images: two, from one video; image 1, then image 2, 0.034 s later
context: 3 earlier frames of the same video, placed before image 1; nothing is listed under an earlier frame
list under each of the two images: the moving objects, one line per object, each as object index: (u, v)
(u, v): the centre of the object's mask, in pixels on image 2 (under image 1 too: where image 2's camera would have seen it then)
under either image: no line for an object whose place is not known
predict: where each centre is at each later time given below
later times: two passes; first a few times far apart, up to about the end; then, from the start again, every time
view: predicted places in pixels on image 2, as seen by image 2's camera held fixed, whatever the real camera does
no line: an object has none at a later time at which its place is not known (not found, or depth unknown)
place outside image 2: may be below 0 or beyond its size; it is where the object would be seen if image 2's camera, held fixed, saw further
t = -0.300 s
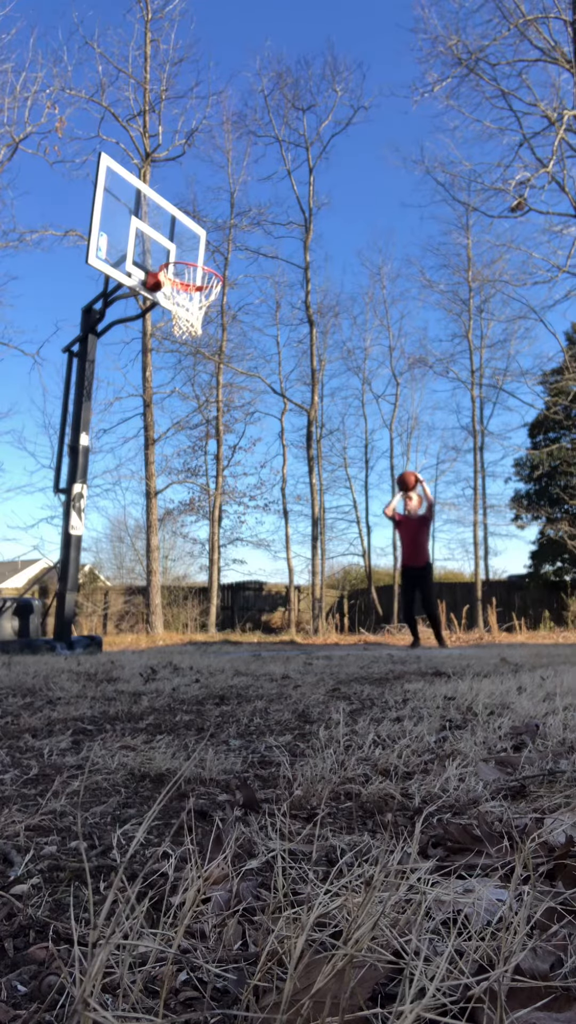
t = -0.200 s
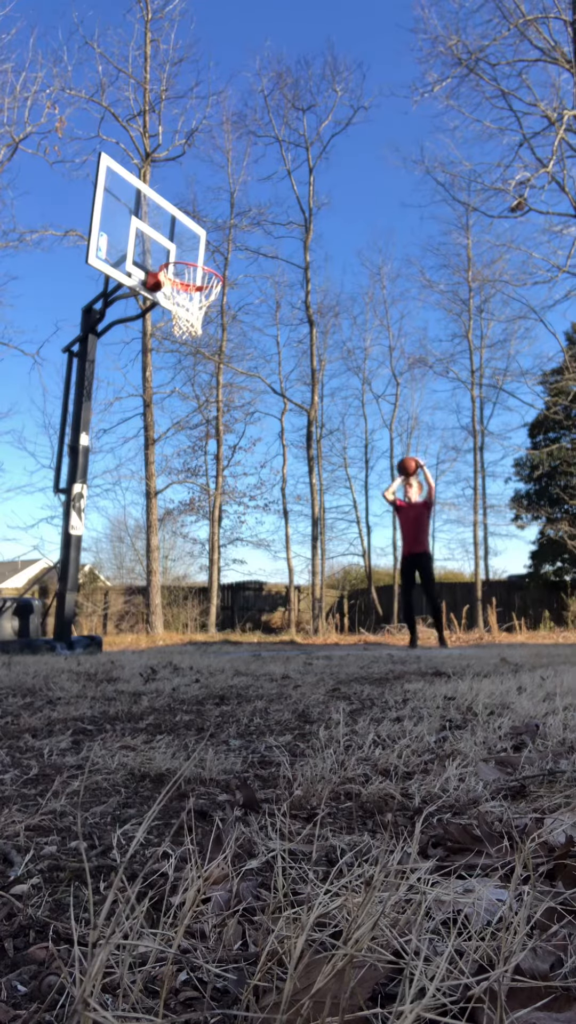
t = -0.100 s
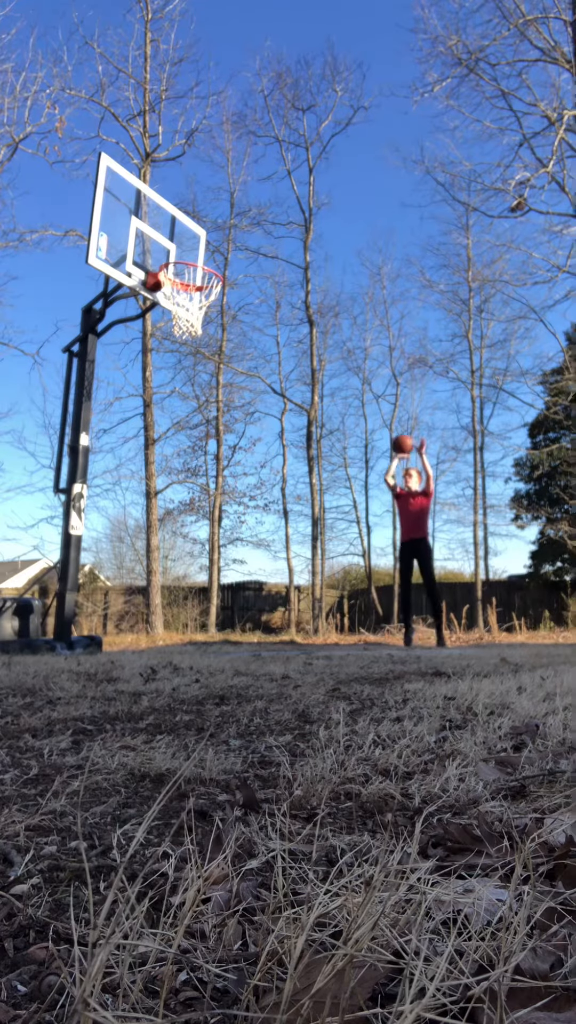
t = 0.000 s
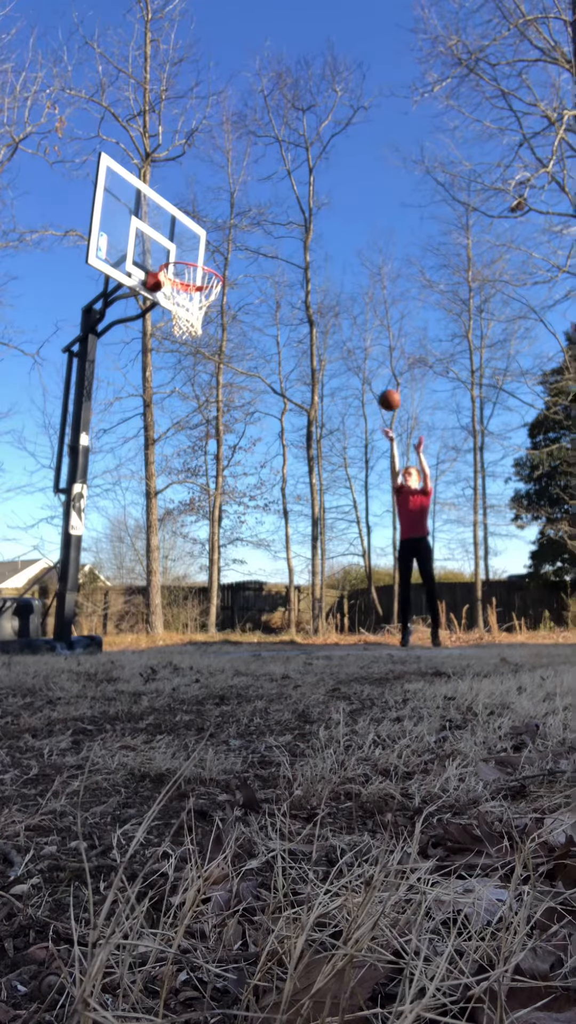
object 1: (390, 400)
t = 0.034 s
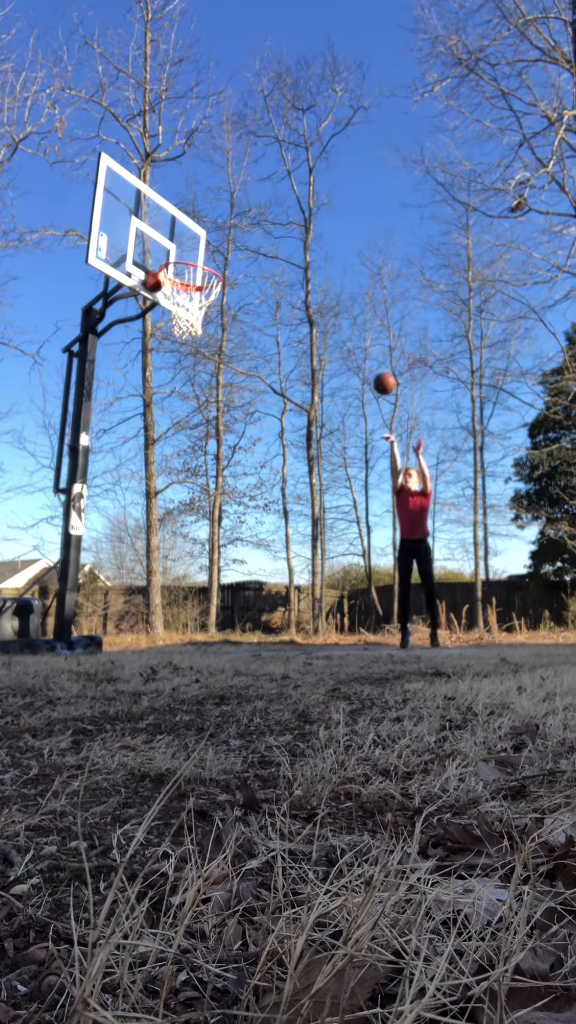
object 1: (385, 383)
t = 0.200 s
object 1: (356, 313)
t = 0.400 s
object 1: (319, 255)
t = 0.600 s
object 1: (277, 233)
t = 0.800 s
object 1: (229, 254)
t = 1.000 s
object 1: (190, 277)
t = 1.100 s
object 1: (180, 299)
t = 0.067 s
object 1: (379, 368)
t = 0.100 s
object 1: (373, 353)
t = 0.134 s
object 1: (367, 339)
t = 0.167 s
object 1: (362, 326)
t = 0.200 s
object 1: (356, 313)
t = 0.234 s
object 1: (350, 301)
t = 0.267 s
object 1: (344, 290)
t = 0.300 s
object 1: (338, 280)
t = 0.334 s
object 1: (332, 271)
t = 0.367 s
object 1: (326, 263)
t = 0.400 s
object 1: (319, 255)
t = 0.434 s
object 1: (313, 249)
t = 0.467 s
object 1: (306, 244)
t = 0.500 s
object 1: (299, 240)
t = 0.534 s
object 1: (292, 236)
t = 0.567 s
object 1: (285, 234)
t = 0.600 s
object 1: (277, 233)
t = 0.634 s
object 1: (270, 233)
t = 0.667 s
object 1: (262, 235)
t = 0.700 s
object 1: (254, 237)
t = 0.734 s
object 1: (246, 241)
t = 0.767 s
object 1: (237, 247)
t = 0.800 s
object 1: (229, 254)
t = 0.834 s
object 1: (221, 262)
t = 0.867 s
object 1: (215, 265)
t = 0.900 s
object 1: (209, 263)
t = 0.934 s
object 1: (201, 272)
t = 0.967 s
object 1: (195, 273)
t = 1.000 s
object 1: (190, 277)
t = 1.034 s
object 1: (187, 283)
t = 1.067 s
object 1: (183, 292)
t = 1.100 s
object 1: (180, 299)
